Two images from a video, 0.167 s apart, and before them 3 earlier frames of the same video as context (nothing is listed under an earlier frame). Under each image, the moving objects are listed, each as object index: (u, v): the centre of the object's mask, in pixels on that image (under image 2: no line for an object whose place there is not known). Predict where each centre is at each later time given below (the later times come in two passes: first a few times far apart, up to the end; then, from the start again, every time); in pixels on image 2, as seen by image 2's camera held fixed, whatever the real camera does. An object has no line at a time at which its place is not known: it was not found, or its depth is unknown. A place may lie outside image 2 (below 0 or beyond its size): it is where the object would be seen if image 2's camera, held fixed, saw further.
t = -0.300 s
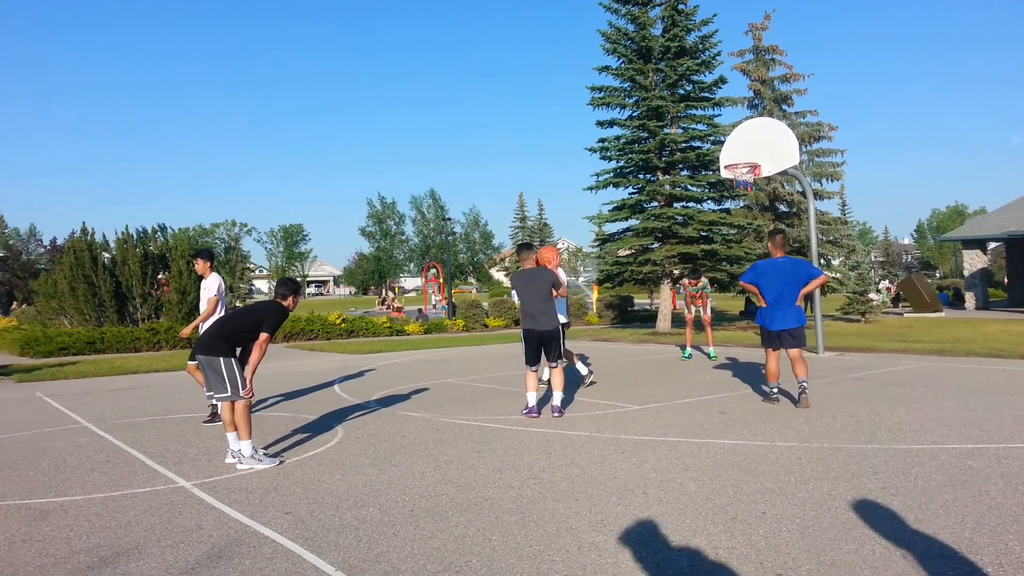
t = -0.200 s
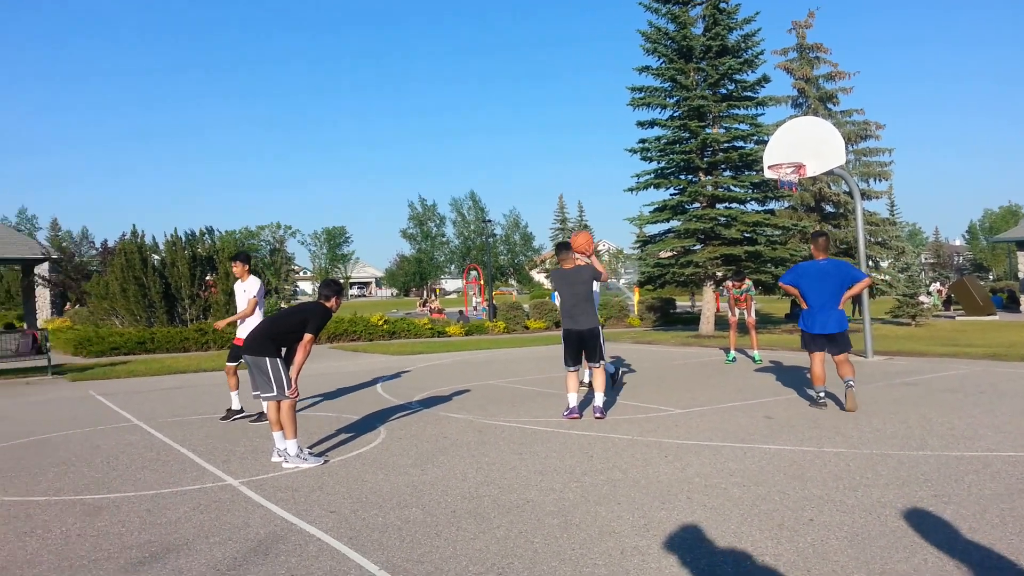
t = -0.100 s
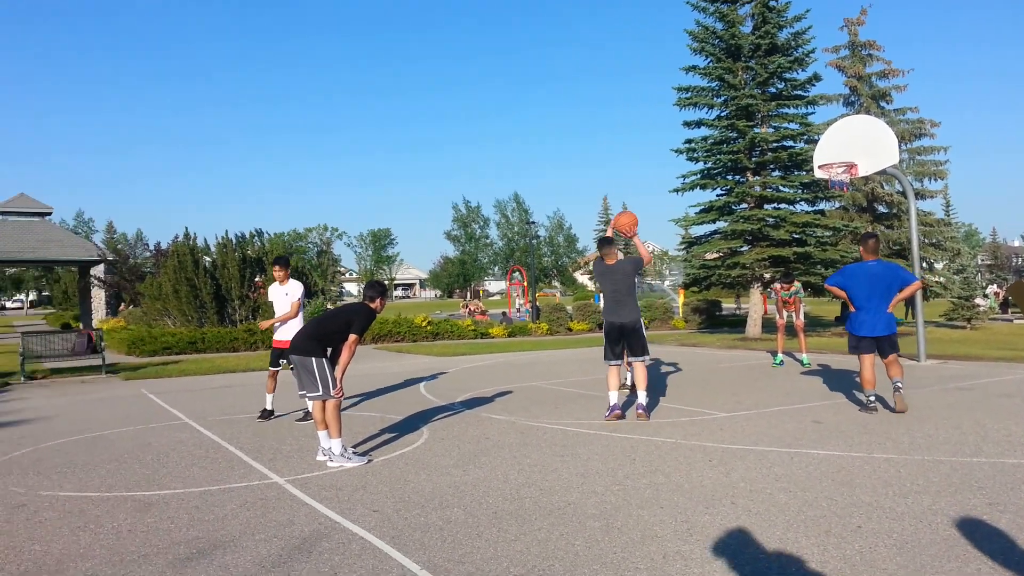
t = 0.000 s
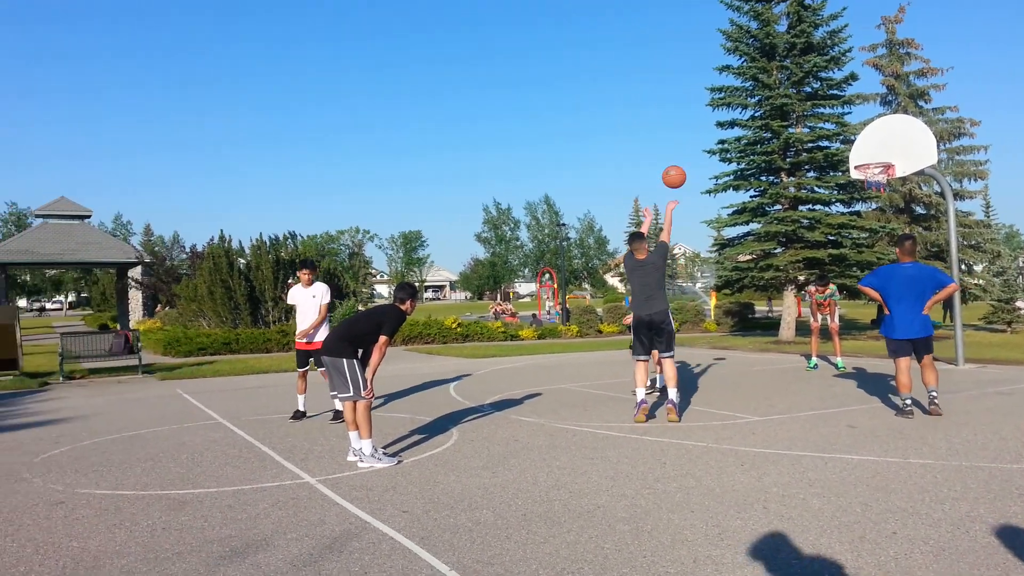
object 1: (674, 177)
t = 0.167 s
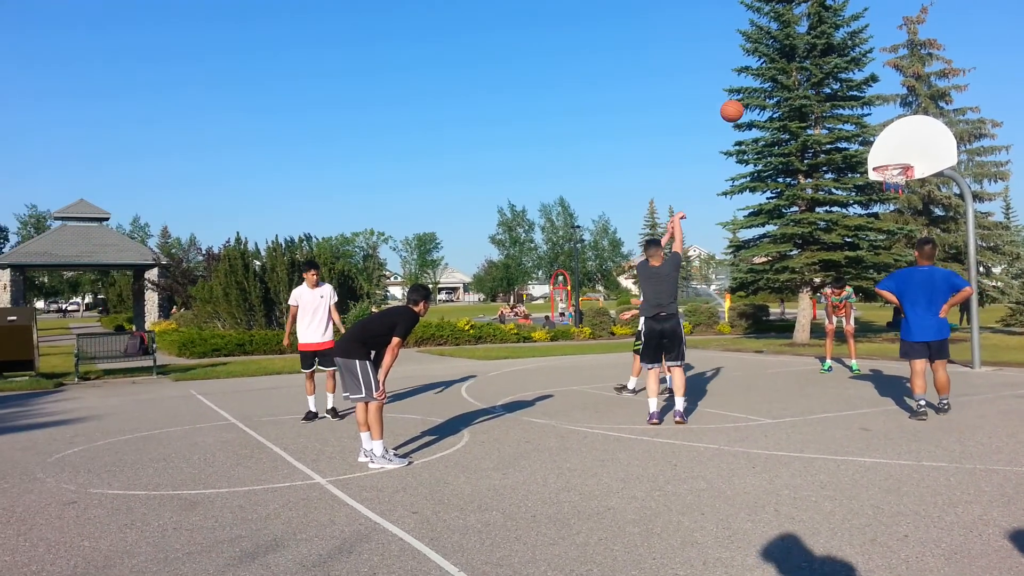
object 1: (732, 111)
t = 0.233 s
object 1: (747, 92)
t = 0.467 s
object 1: (797, 60)
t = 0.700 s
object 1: (843, 75)
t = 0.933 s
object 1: (883, 128)
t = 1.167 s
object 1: (895, 157)
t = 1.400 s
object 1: (844, 170)
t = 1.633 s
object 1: (796, 219)
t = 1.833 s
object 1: (757, 289)
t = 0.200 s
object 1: (739, 101)
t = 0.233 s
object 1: (747, 92)
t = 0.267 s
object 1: (755, 85)
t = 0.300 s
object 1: (762, 78)
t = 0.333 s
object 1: (770, 72)
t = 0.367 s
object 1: (776, 68)
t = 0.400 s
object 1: (783, 65)
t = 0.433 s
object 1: (790, 62)
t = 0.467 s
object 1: (797, 60)
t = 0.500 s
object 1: (804, 60)
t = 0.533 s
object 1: (812, 60)
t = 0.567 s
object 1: (818, 62)
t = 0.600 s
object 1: (825, 63)
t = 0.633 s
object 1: (831, 67)
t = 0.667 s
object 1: (838, 70)
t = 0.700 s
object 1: (843, 75)
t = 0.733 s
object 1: (849, 81)
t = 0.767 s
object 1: (854, 87)
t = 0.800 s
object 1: (861, 93)
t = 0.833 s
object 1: (866, 101)
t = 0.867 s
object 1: (871, 109)
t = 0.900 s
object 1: (877, 117)
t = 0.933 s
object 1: (883, 128)
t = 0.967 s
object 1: (889, 137)
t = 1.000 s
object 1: (894, 148)
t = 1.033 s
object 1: (899, 157)
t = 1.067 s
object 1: (898, 156)
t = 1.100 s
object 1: (898, 156)
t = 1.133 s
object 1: (898, 157)
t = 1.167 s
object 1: (895, 157)
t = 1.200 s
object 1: (887, 157)
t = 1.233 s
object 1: (880, 157)
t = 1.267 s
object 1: (873, 159)
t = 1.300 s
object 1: (866, 160)
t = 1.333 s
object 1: (858, 163)
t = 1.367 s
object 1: (852, 166)
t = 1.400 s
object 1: (844, 170)
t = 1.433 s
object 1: (838, 175)
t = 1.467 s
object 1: (831, 181)
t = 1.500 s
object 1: (824, 187)
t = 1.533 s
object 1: (818, 194)
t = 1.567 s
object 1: (810, 202)
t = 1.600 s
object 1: (804, 210)
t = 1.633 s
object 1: (796, 219)
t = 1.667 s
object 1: (789, 229)
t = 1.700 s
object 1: (783, 240)
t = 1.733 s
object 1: (776, 251)
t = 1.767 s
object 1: (770, 263)
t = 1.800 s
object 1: (763, 276)
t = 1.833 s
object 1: (757, 289)
